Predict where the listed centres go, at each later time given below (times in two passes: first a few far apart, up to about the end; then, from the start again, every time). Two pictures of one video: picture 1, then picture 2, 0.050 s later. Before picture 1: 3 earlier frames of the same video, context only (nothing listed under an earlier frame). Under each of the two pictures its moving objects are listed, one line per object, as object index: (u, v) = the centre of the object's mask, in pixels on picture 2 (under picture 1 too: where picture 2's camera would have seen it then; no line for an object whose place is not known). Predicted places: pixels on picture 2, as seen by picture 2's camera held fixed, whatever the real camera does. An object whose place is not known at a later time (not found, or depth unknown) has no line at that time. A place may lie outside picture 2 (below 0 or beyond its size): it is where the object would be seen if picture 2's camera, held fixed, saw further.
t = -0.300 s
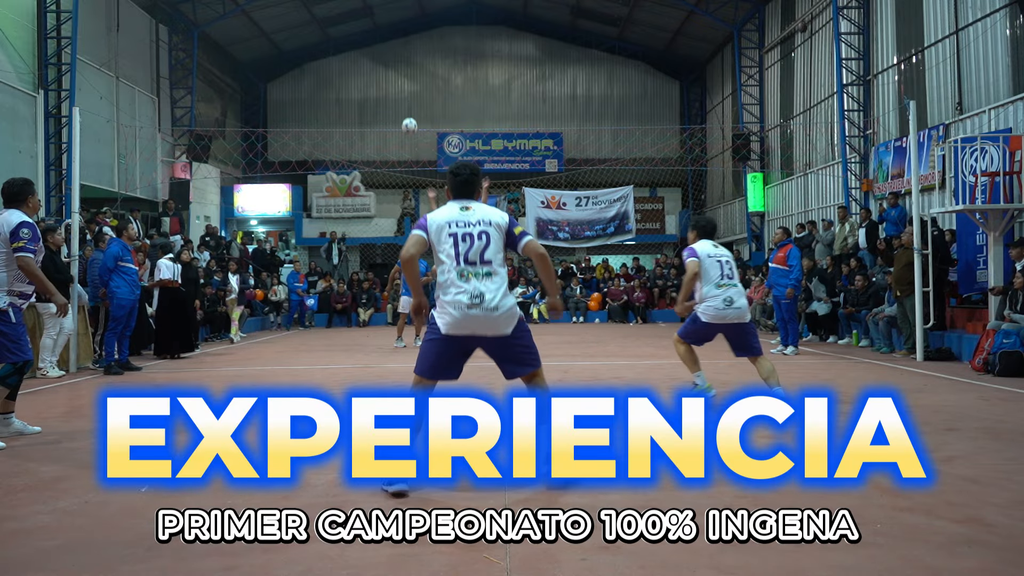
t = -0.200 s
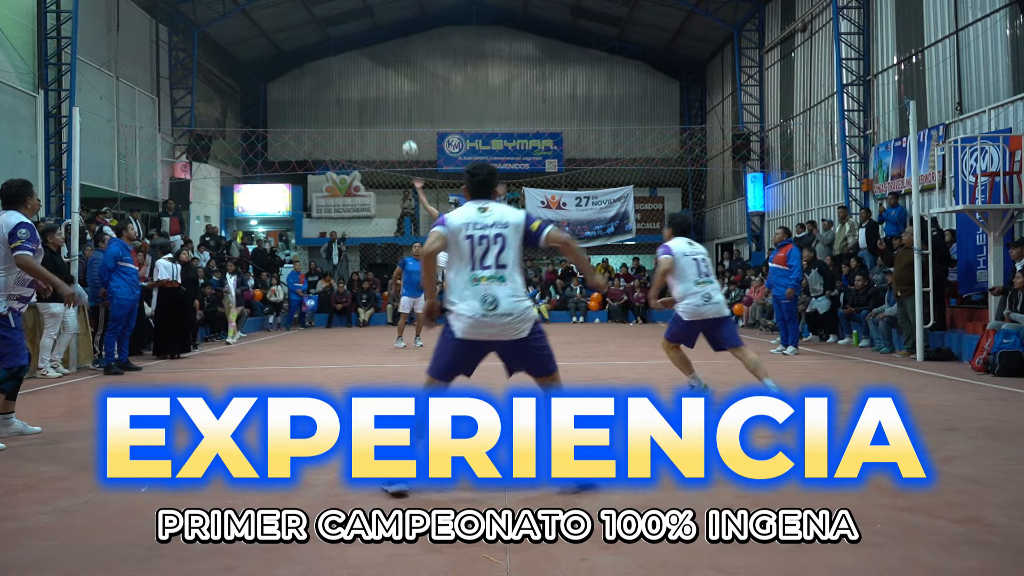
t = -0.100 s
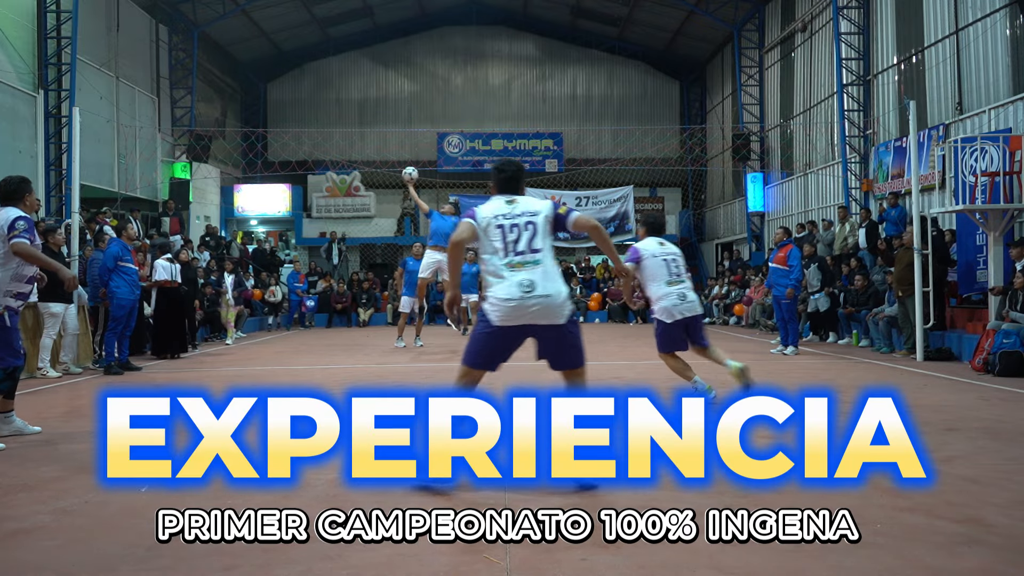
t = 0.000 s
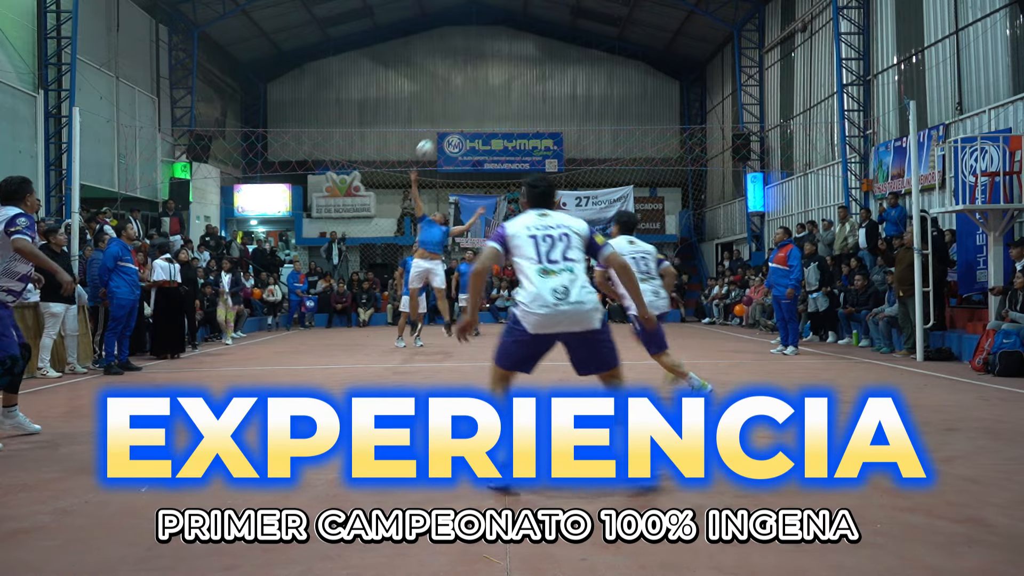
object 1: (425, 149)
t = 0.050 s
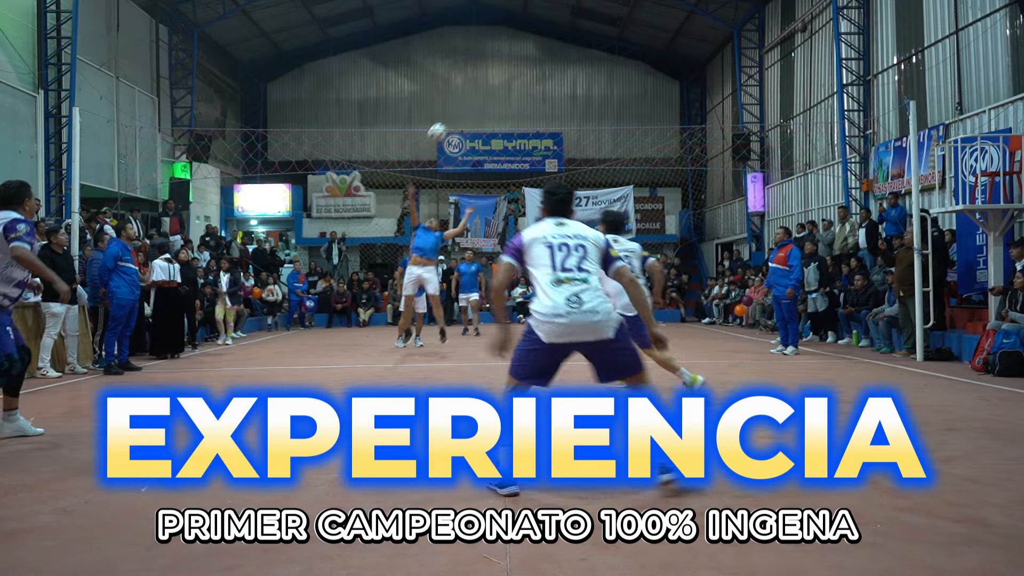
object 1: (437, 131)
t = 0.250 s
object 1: (496, 78)
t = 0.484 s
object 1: (591, 48)
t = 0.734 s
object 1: (748, 80)
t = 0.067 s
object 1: (441, 126)
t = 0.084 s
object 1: (446, 121)
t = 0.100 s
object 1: (450, 117)
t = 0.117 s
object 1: (455, 112)
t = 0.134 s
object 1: (460, 107)
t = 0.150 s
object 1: (464, 103)
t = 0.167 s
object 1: (469, 99)
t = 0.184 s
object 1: (475, 93)
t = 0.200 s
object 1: (480, 90)
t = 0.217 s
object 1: (485, 86)
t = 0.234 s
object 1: (490, 82)
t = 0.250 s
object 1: (496, 78)
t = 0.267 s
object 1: (501, 75)
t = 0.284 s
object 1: (507, 72)
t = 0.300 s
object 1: (513, 68)
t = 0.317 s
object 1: (520, 66)
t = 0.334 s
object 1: (526, 62)
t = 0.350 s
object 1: (532, 60)
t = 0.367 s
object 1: (539, 58)
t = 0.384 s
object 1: (546, 56)
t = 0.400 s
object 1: (553, 54)
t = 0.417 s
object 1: (560, 52)
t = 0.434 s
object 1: (567, 52)
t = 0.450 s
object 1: (575, 50)
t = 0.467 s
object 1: (583, 49)
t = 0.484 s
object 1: (591, 48)
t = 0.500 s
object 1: (600, 48)
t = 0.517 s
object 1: (608, 48)
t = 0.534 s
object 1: (617, 48)
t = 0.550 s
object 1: (627, 48)
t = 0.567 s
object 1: (636, 49)
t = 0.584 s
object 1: (646, 50)
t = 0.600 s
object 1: (656, 52)
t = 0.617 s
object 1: (666, 54)
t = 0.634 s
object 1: (677, 57)
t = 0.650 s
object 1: (688, 60)
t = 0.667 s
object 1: (699, 63)
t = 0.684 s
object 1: (710, 66)
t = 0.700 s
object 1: (723, 70)
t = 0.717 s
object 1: (734, 75)
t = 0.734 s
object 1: (748, 80)
